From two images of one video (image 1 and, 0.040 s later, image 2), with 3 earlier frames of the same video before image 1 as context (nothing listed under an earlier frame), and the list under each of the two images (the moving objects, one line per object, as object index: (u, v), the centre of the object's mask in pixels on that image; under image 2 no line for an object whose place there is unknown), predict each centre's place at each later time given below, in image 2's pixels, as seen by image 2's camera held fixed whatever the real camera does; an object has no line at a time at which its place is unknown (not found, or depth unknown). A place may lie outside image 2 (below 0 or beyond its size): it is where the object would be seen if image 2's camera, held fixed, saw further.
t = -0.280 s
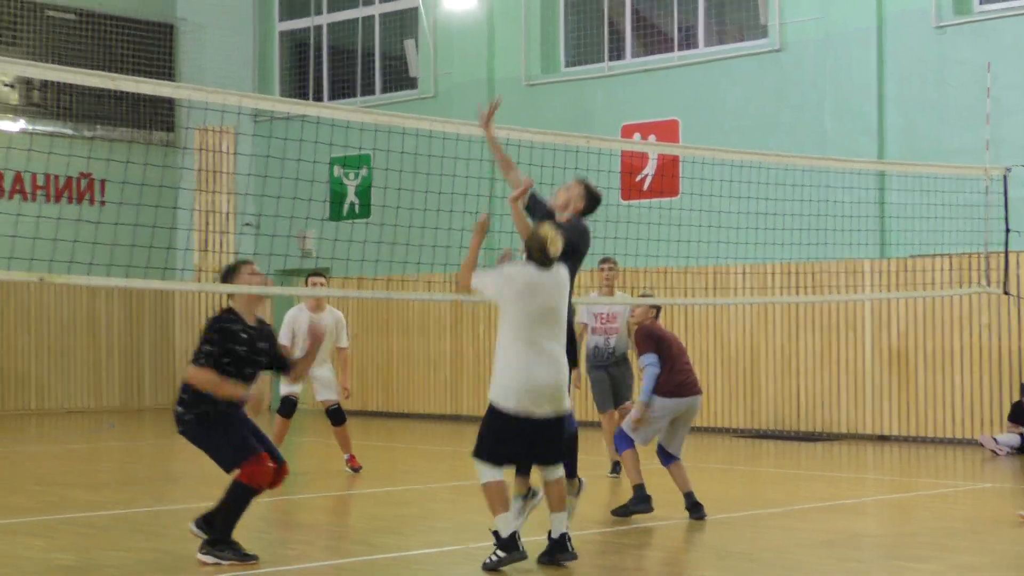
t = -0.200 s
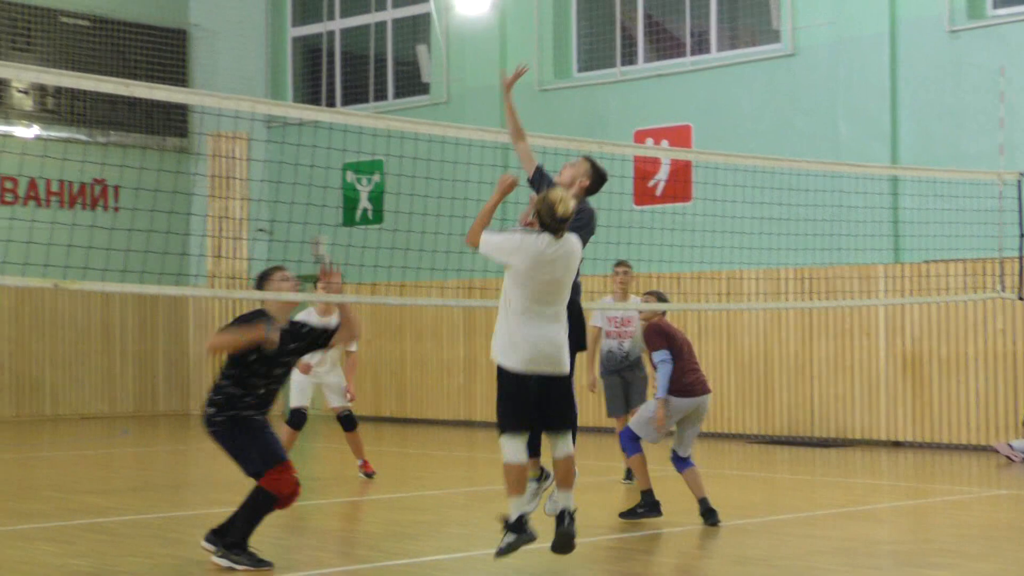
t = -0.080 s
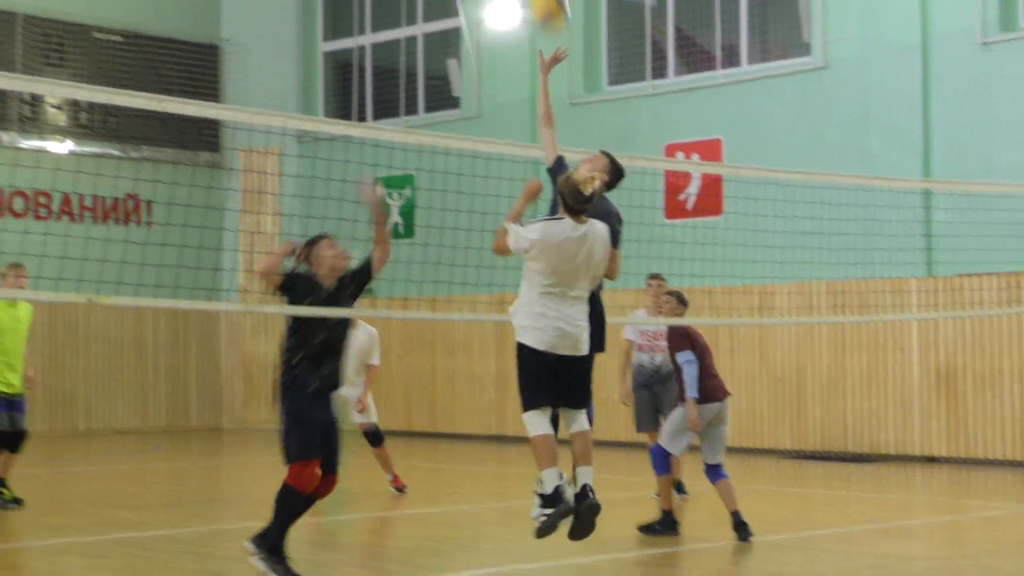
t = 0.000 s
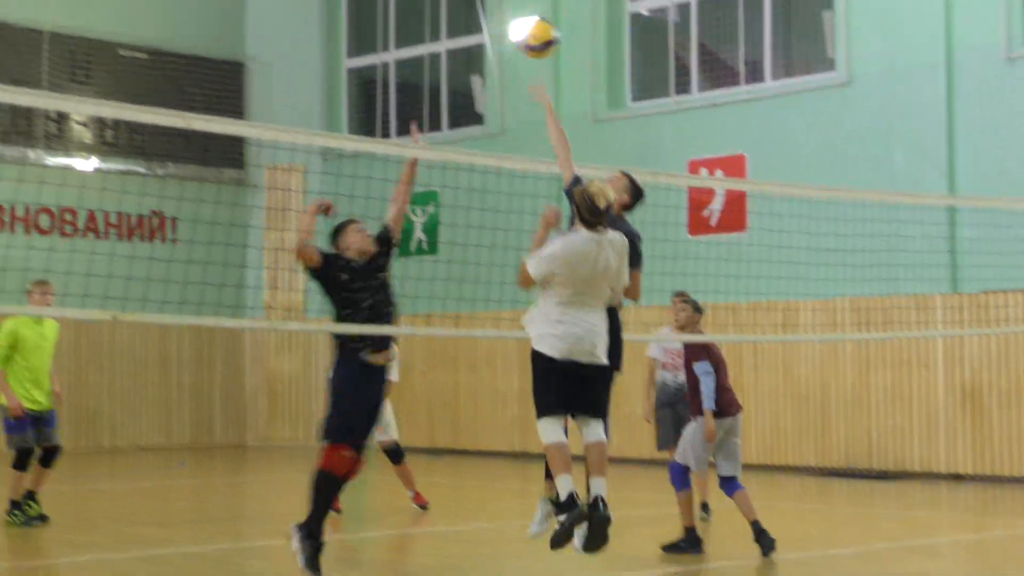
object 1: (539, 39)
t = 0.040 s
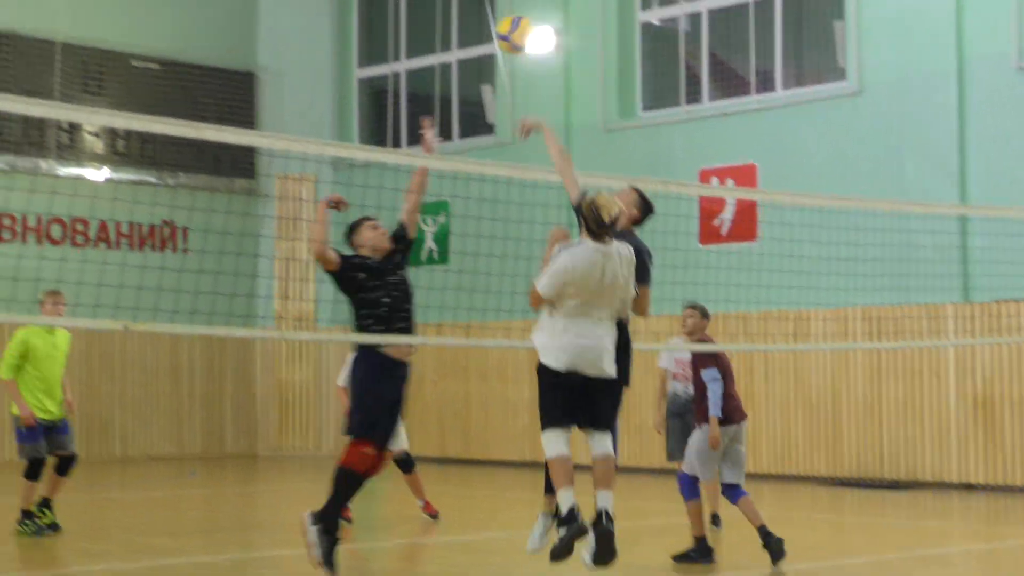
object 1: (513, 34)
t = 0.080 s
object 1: (484, 24)
